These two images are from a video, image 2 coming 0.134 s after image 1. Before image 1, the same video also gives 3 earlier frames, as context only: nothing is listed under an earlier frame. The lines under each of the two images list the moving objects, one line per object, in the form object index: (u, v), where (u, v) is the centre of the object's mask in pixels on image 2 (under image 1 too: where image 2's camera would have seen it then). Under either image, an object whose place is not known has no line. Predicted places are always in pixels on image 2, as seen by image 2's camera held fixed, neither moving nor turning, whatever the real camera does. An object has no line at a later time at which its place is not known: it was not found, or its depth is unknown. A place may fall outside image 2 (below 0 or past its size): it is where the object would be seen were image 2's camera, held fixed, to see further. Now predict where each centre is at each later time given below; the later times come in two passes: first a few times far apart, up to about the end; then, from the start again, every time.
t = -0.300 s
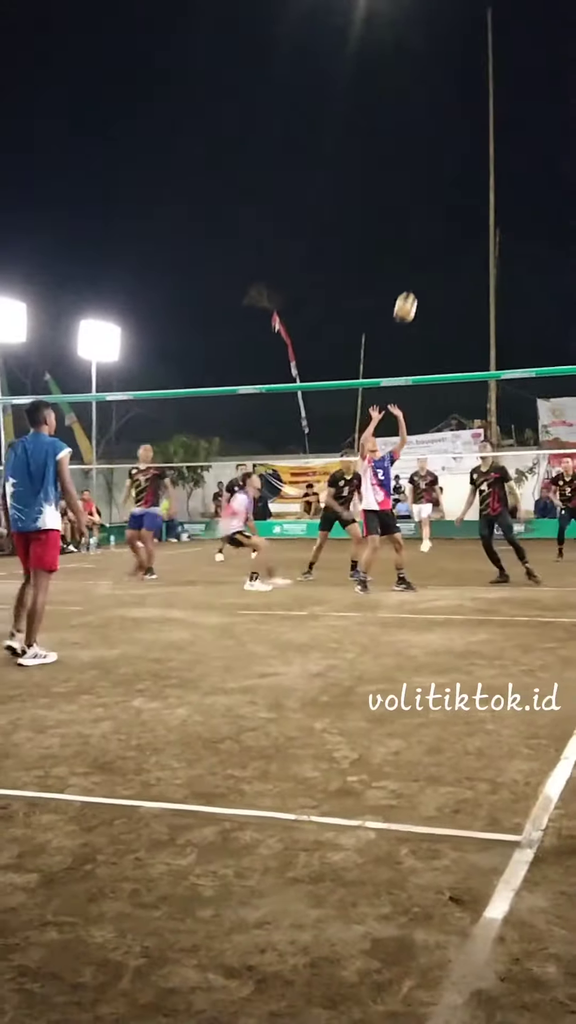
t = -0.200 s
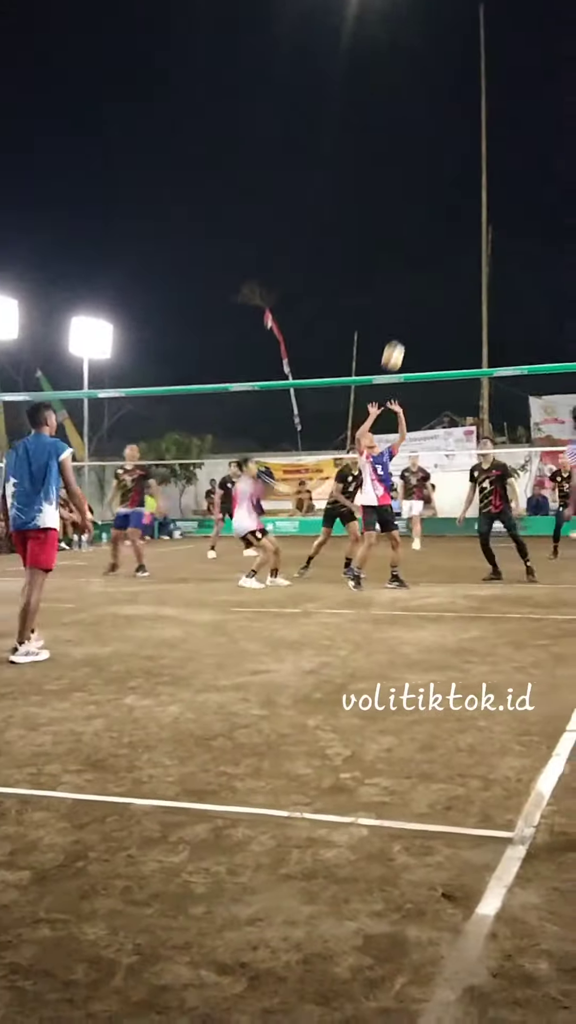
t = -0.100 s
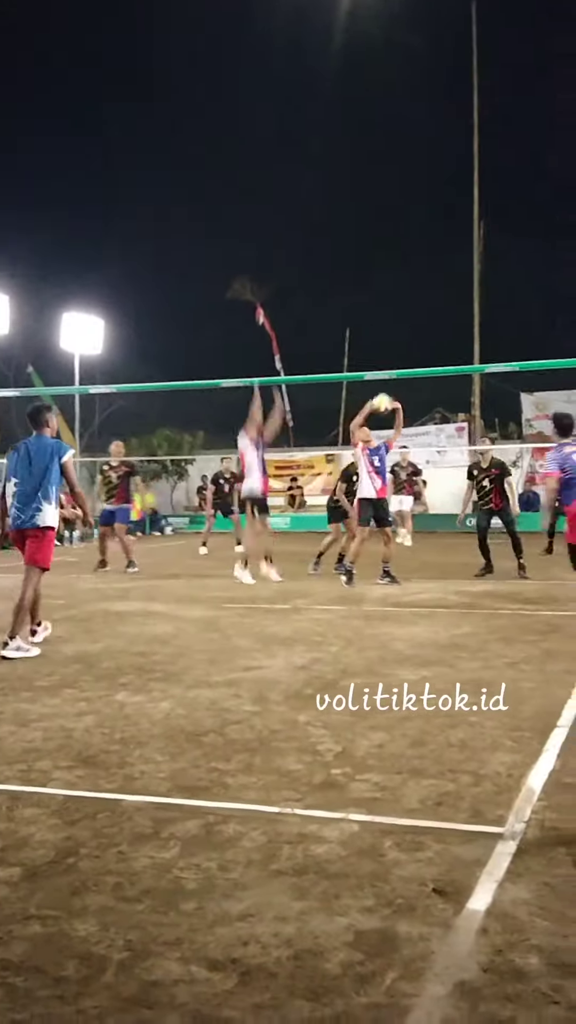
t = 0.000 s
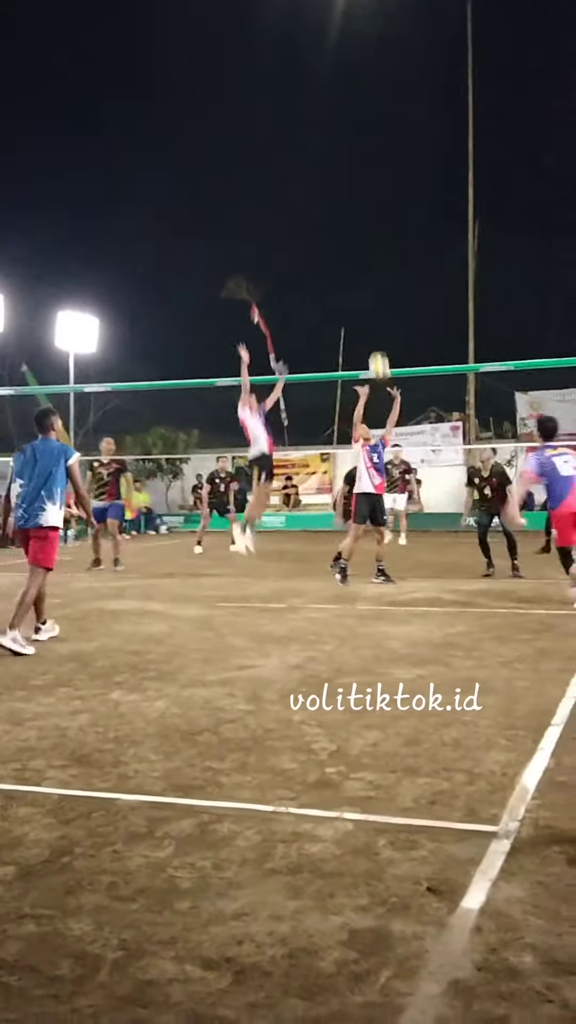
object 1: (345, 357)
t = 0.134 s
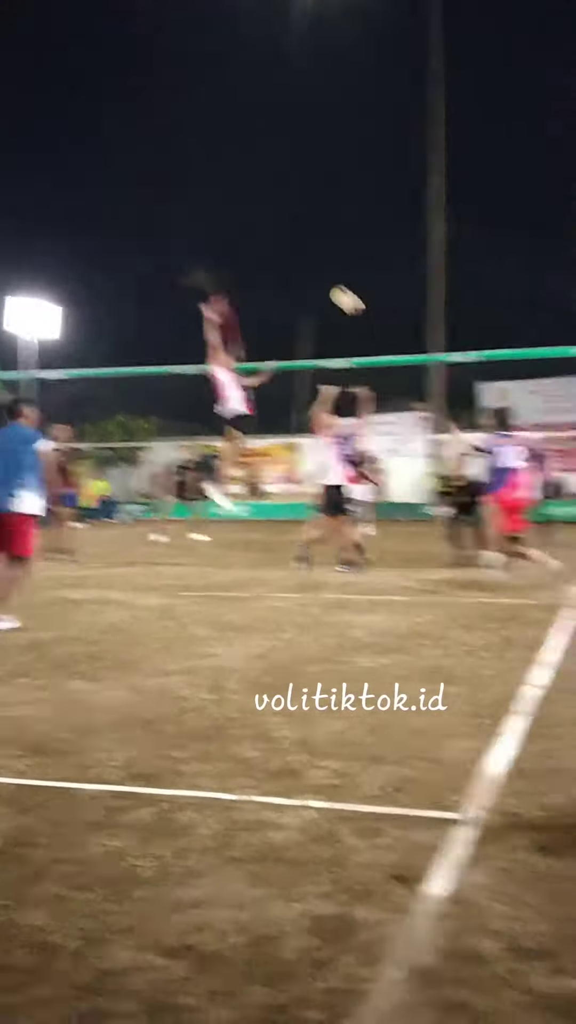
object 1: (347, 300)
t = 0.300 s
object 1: (351, 256)
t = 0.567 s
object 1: (359, 239)
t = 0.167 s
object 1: (347, 290)
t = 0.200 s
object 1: (348, 279)
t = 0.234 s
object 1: (349, 270)
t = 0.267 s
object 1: (350, 262)
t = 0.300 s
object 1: (351, 256)
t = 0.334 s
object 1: (352, 251)
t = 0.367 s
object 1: (353, 246)
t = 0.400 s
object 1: (354, 242)
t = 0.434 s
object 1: (355, 240)
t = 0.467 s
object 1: (356, 238)
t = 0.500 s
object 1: (357, 238)
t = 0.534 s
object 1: (359, 238)
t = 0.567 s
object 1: (359, 239)
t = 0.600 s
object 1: (361, 241)
